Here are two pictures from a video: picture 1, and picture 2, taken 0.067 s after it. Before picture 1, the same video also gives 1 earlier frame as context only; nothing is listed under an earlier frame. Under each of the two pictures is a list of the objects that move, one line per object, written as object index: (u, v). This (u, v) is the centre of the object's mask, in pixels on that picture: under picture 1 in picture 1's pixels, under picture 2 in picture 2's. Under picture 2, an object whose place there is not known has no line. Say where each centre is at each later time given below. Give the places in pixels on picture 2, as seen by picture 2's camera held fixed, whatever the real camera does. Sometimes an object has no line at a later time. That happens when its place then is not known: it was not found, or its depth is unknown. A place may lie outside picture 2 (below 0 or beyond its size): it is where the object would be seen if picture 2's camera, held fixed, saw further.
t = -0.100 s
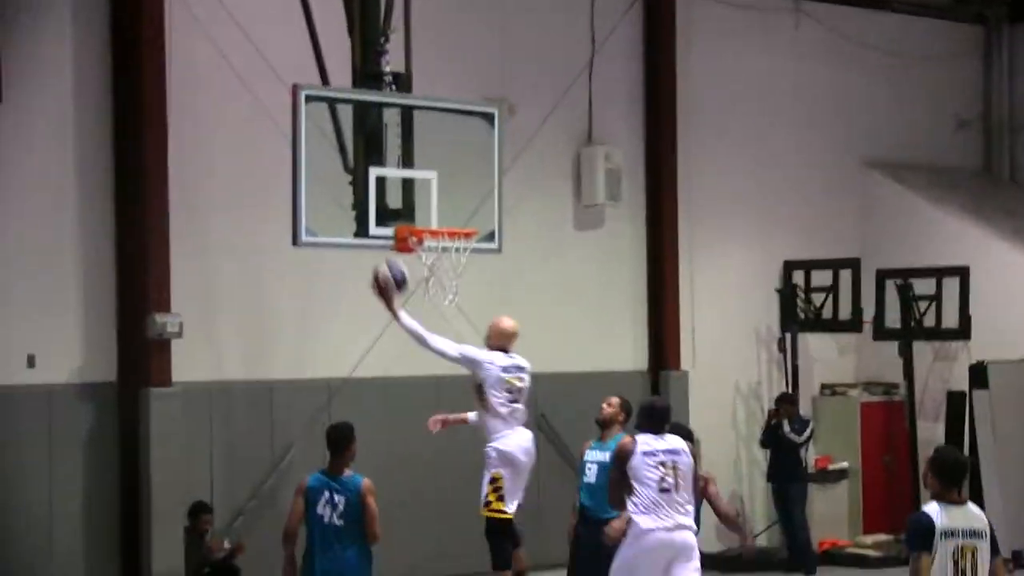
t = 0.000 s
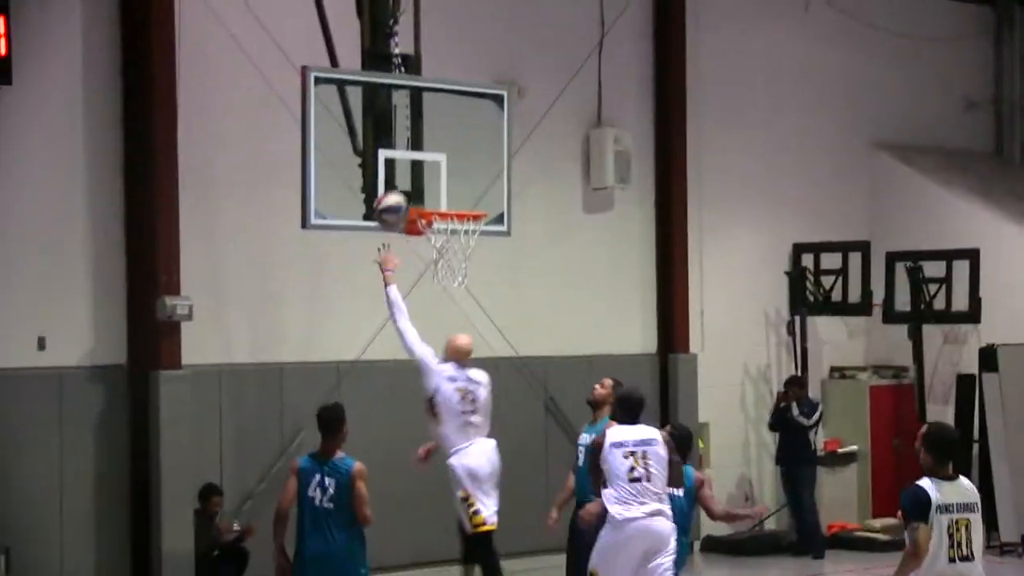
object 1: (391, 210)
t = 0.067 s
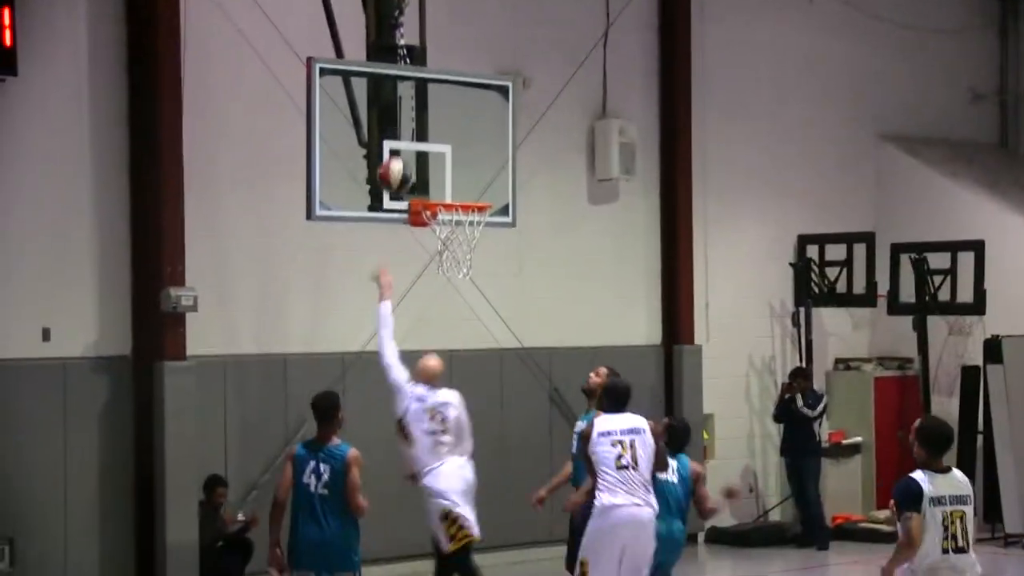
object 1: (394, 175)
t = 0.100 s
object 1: (393, 167)
